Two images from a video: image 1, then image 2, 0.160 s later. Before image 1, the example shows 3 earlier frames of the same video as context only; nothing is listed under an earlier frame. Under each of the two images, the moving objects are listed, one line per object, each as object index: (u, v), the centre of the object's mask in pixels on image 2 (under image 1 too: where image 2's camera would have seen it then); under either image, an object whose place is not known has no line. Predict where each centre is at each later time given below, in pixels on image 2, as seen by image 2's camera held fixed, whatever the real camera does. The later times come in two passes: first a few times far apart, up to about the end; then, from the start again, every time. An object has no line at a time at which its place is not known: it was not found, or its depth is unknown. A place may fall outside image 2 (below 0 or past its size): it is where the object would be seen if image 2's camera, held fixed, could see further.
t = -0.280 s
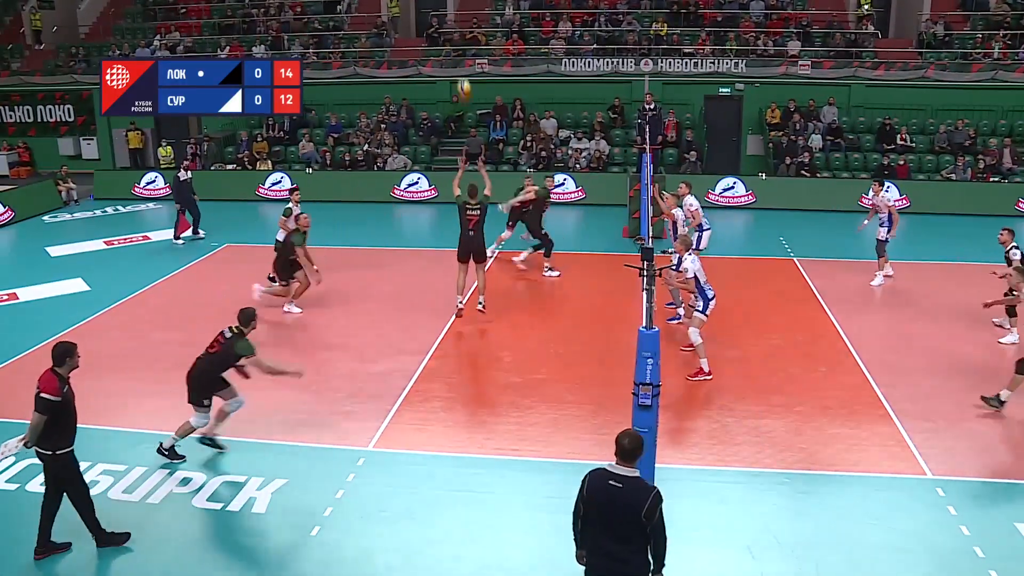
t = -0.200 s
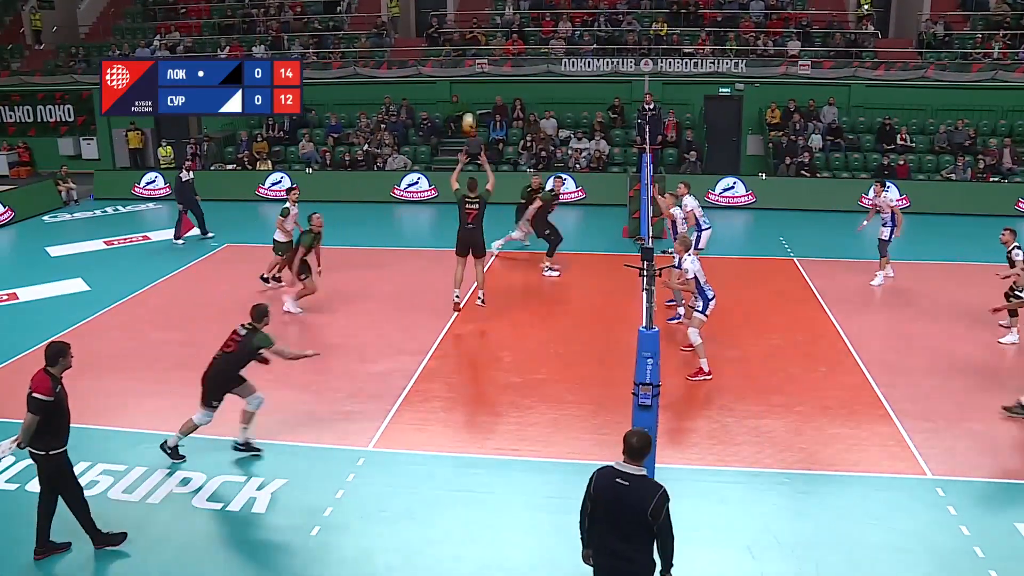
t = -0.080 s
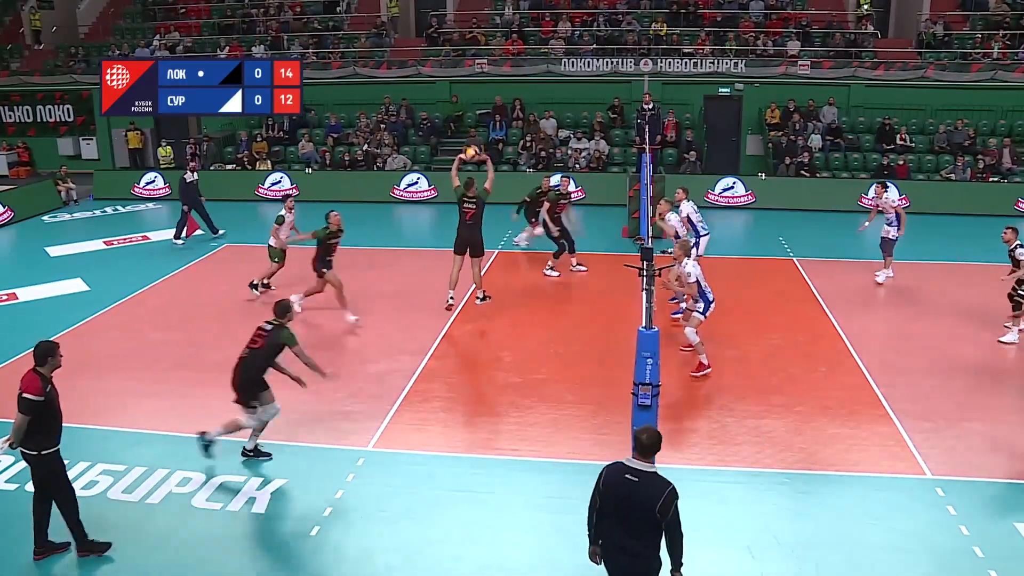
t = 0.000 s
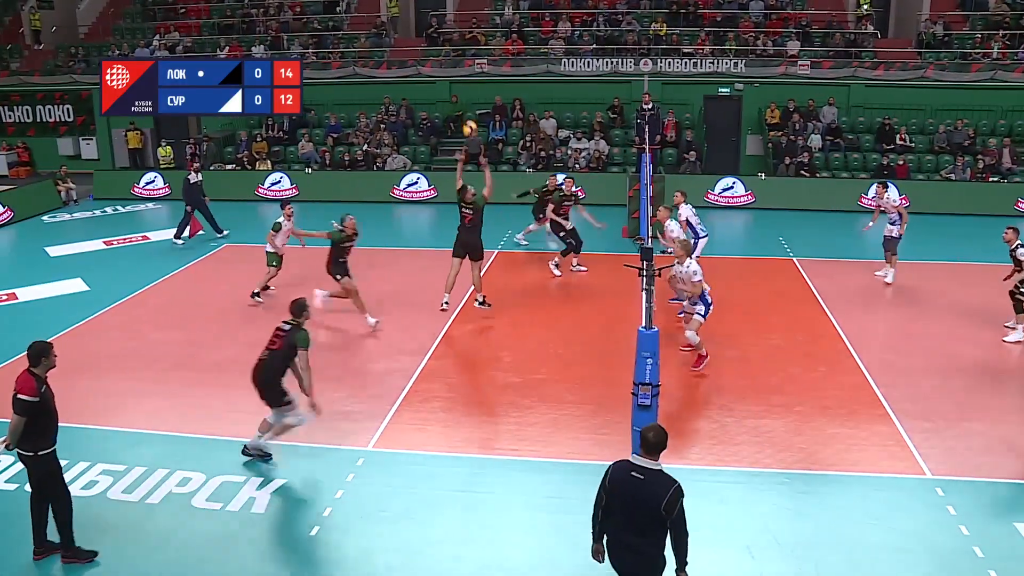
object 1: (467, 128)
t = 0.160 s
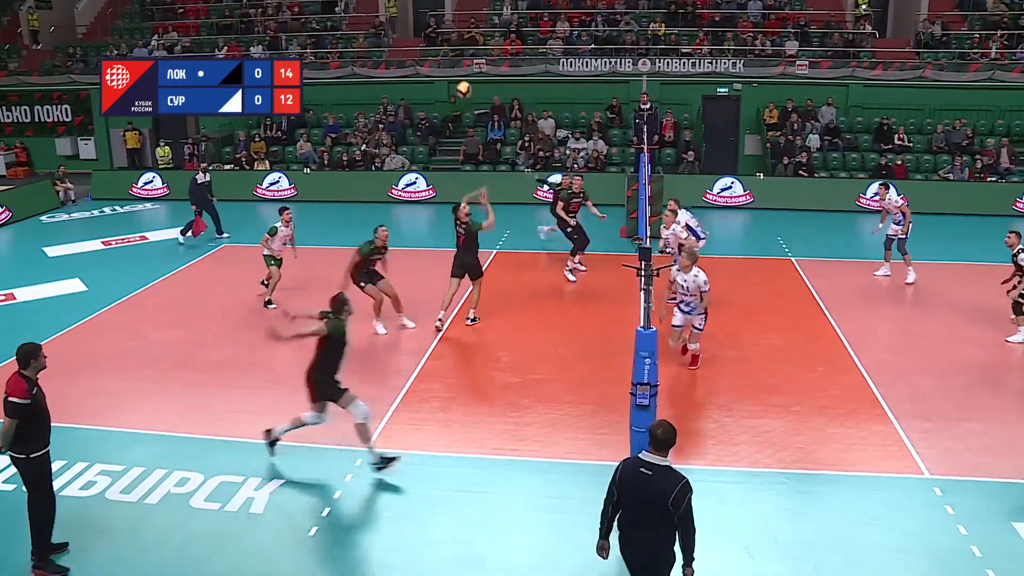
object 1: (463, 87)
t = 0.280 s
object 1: (460, 71)
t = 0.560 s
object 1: (451, 69)
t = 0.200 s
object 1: (462, 82)
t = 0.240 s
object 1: (461, 76)
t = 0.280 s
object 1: (460, 71)
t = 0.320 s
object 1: (458, 67)
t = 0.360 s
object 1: (457, 64)
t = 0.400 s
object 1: (456, 62)
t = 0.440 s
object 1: (455, 62)
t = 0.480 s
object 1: (453, 62)
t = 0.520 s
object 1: (452, 65)
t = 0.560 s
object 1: (451, 69)
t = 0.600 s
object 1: (450, 75)
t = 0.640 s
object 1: (449, 82)
